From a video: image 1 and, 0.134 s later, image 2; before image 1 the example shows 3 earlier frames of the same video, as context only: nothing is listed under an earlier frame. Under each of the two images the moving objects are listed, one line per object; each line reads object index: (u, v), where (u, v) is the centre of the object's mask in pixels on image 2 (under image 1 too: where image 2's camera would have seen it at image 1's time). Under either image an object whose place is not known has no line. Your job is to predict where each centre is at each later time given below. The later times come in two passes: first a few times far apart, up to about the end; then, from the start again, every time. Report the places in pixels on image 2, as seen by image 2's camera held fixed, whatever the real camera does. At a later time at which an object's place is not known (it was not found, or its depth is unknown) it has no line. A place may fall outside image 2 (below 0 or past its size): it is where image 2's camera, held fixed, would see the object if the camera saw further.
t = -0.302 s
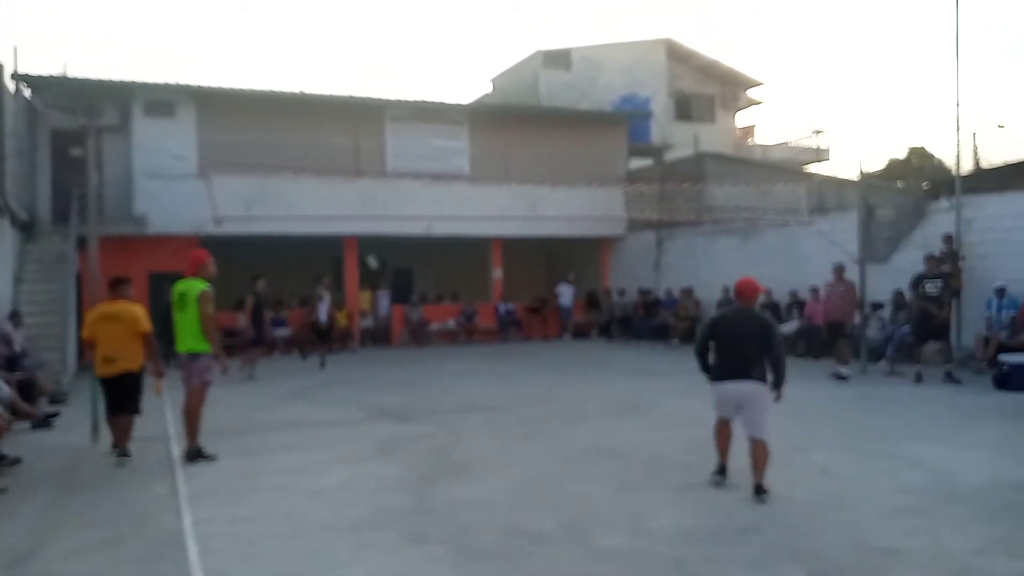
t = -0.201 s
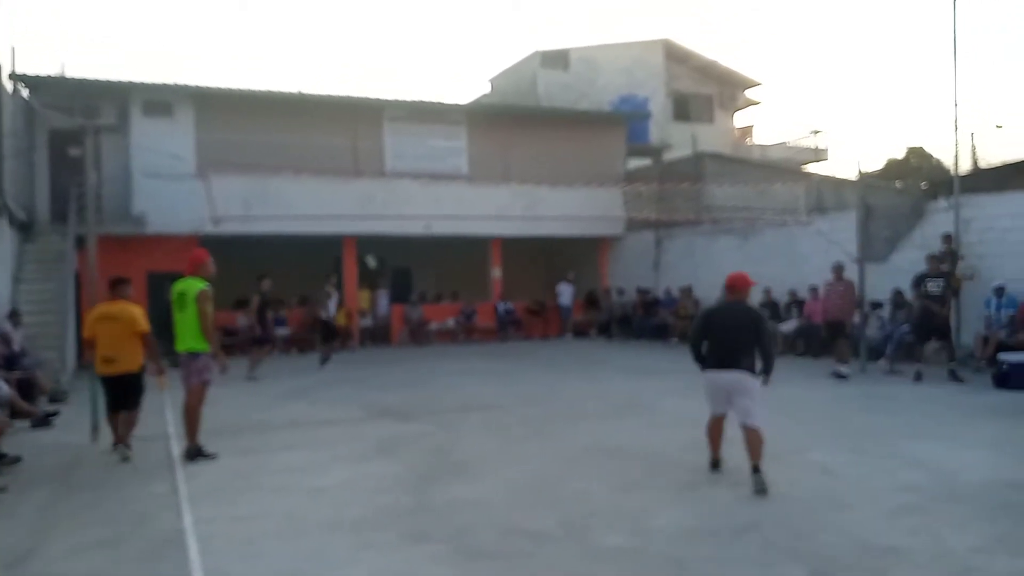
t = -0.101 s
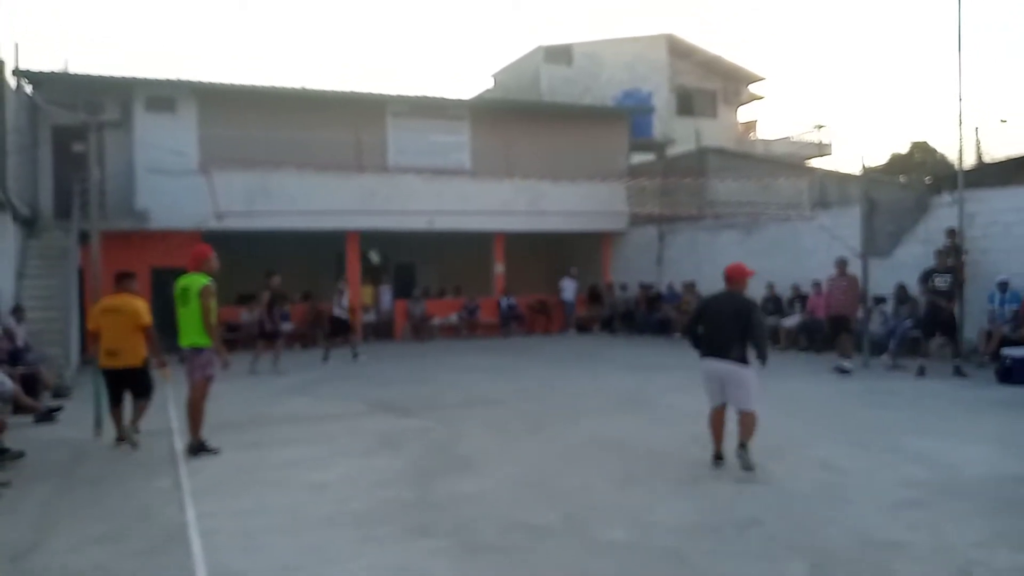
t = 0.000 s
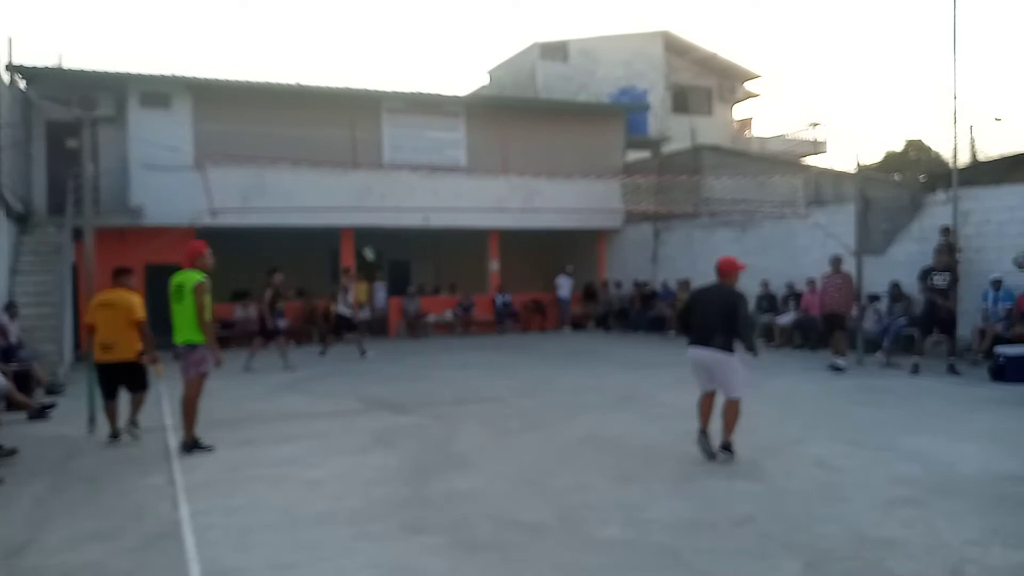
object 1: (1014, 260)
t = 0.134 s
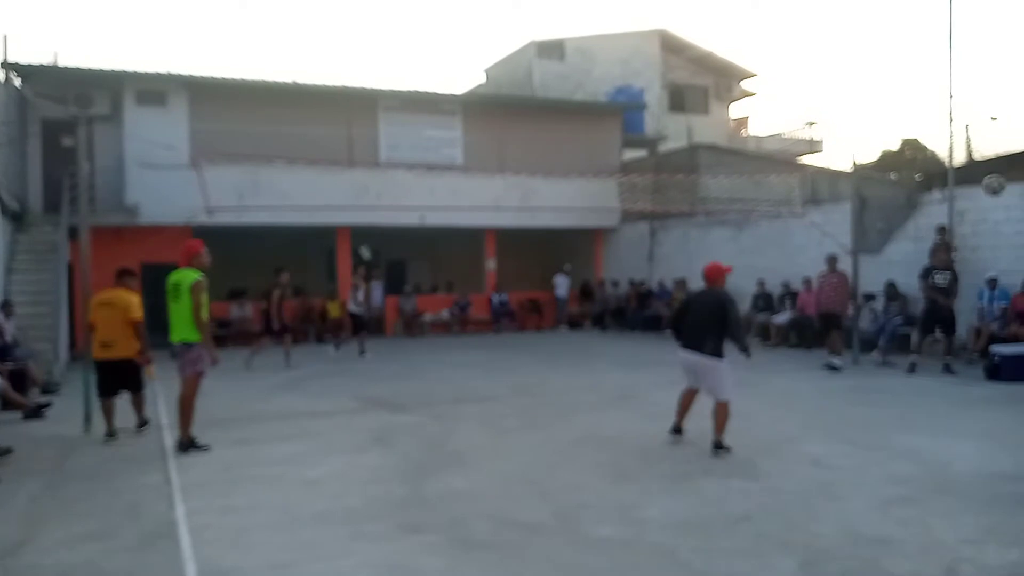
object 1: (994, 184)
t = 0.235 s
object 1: (975, 140)
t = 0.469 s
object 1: (931, 61)
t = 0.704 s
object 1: (884, 31)
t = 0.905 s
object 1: (842, 47)
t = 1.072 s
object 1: (806, 93)
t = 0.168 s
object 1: (988, 170)
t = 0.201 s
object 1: (982, 155)
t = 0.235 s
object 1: (975, 140)
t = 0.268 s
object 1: (970, 126)
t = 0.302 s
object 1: (962, 113)
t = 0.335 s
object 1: (956, 100)
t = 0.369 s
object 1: (950, 89)
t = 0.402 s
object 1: (944, 79)
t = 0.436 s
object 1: (938, 70)
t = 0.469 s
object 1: (931, 61)
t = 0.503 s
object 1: (924, 54)
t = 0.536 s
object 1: (917, 48)
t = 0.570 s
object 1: (910, 42)
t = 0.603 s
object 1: (904, 38)
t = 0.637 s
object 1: (897, 35)
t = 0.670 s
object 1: (891, 32)
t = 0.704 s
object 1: (884, 31)
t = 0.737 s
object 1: (876, 31)
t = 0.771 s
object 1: (870, 32)
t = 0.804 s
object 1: (863, 33)
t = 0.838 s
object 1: (856, 37)
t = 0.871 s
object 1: (849, 41)
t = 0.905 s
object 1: (842, 47)
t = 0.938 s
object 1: (835, 53)
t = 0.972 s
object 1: (828, 61)
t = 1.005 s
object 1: (821, 71)
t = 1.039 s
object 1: (813, 82)
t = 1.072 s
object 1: (806, 93)
